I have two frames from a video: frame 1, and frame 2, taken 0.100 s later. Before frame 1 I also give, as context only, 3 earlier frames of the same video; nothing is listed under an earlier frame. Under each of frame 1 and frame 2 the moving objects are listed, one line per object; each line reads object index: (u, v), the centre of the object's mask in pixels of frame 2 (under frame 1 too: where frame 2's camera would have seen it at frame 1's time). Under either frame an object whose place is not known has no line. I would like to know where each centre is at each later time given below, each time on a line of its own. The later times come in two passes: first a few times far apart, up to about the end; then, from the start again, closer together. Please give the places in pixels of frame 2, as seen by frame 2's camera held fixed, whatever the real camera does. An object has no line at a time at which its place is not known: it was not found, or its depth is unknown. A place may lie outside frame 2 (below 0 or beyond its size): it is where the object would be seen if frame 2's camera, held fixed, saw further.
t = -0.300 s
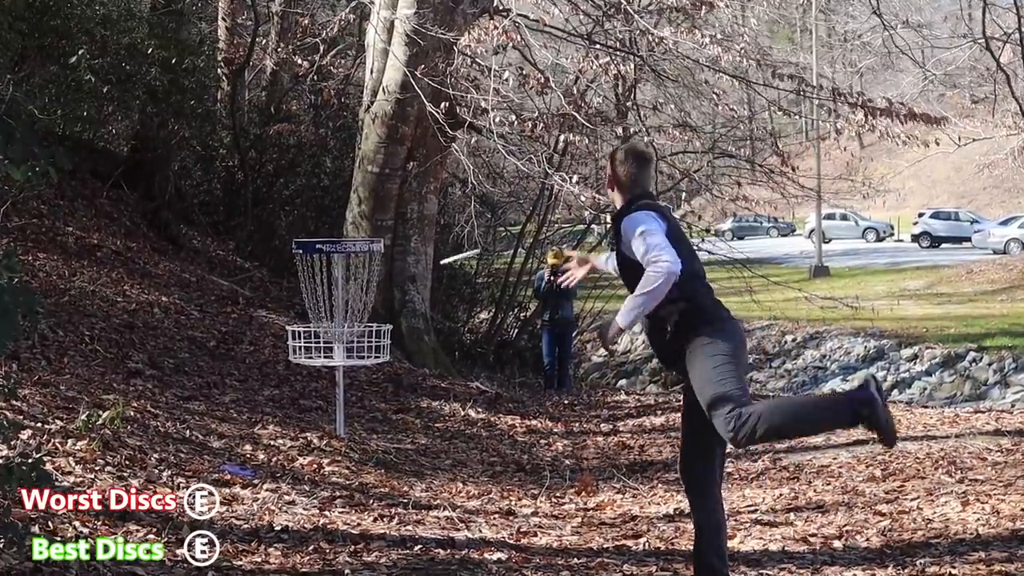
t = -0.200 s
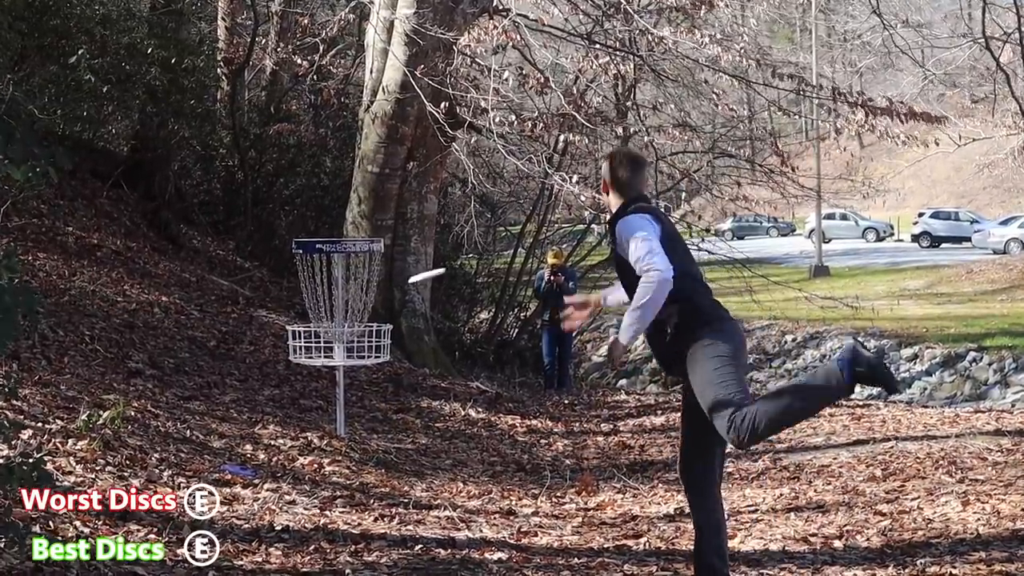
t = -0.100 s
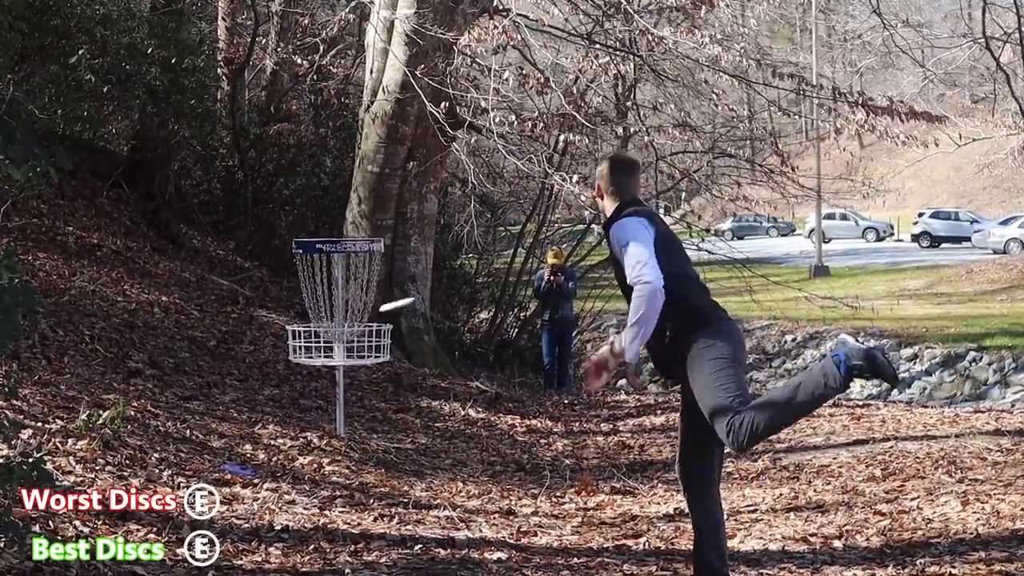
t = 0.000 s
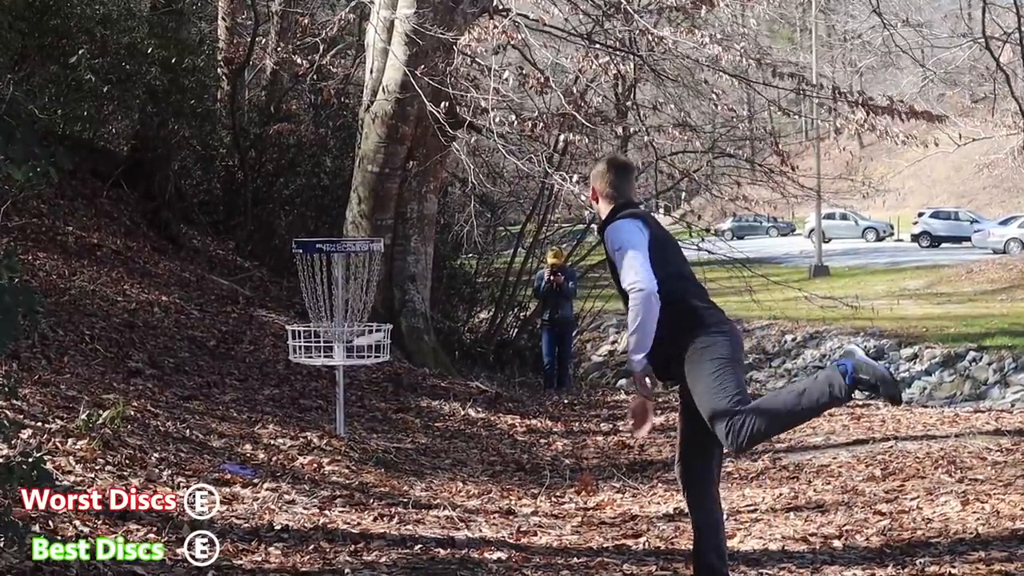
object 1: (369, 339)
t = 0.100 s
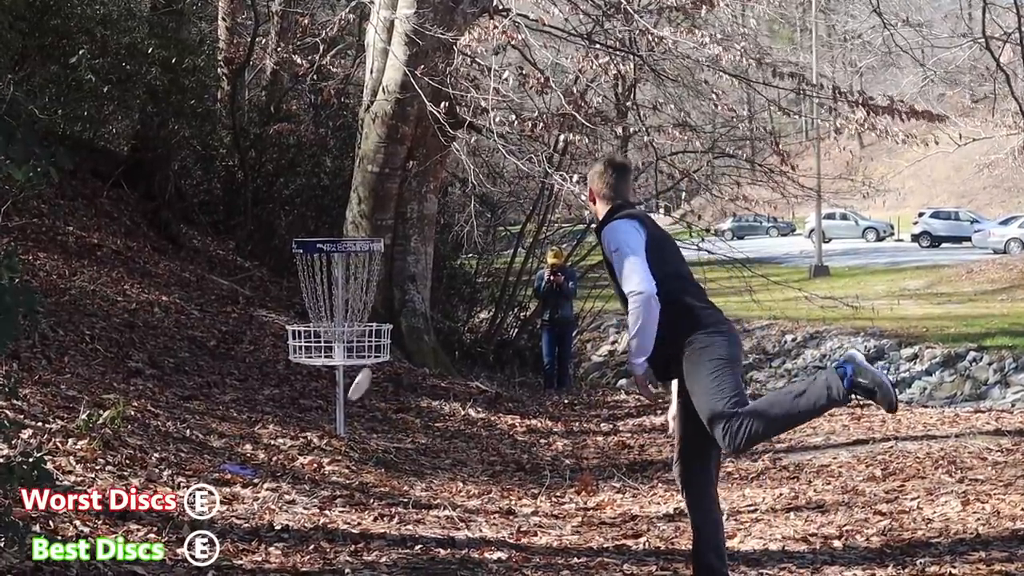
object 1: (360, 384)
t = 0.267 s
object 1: (351, 471)
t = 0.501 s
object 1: (396, 484)
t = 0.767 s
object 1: (477, 508)
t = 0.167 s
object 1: (353, 424)
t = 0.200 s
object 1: (348, 446)
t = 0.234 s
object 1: (347, 466)
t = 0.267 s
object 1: (351, 471)
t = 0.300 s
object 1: (355, 471)
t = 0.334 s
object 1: (362, 472)
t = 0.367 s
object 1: (370, 474)
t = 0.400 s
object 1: (374, 482)
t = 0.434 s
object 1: (381, 483)
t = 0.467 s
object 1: (389, 482)
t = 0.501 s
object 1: (396, 484)
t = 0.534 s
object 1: (404, 486)
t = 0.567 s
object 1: (412, 491)
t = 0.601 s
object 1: (421, 496)
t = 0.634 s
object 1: (430, 500)
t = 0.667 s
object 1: (441, 500)
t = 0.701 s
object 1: (452, 500)
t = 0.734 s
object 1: (464, 503)
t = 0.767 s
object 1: (477, 508)
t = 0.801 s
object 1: (489, 510)
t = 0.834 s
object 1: (499, 512)
